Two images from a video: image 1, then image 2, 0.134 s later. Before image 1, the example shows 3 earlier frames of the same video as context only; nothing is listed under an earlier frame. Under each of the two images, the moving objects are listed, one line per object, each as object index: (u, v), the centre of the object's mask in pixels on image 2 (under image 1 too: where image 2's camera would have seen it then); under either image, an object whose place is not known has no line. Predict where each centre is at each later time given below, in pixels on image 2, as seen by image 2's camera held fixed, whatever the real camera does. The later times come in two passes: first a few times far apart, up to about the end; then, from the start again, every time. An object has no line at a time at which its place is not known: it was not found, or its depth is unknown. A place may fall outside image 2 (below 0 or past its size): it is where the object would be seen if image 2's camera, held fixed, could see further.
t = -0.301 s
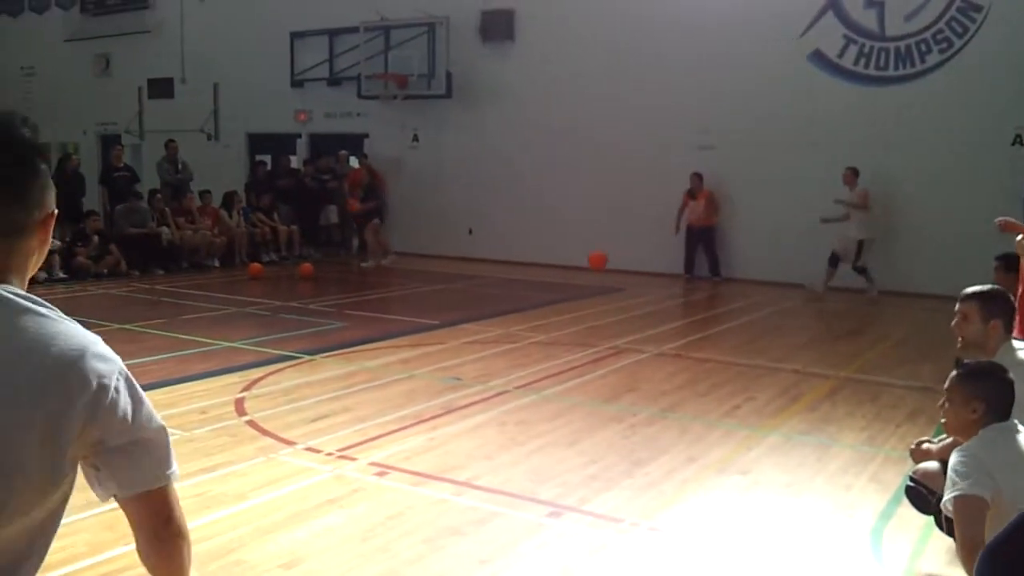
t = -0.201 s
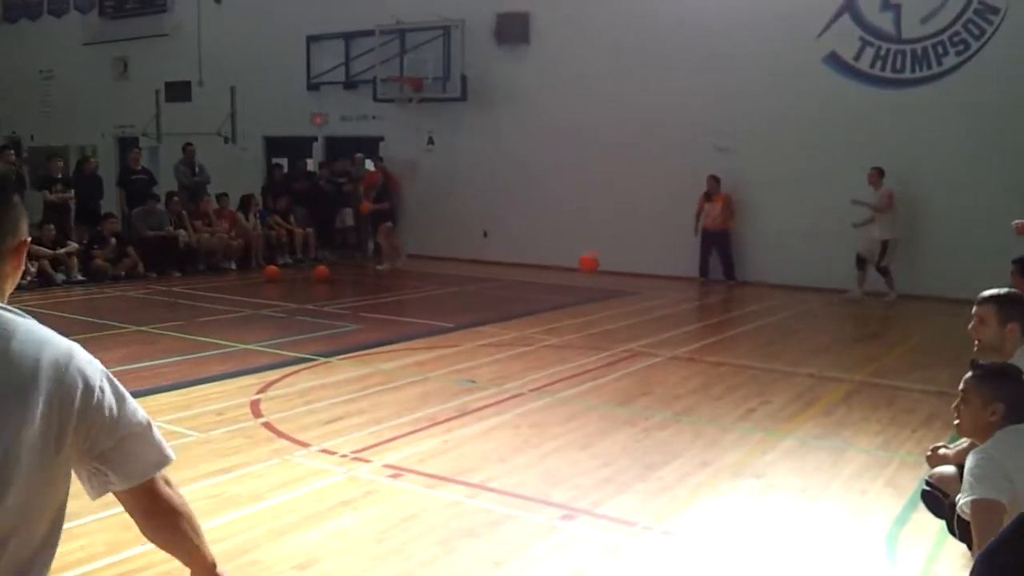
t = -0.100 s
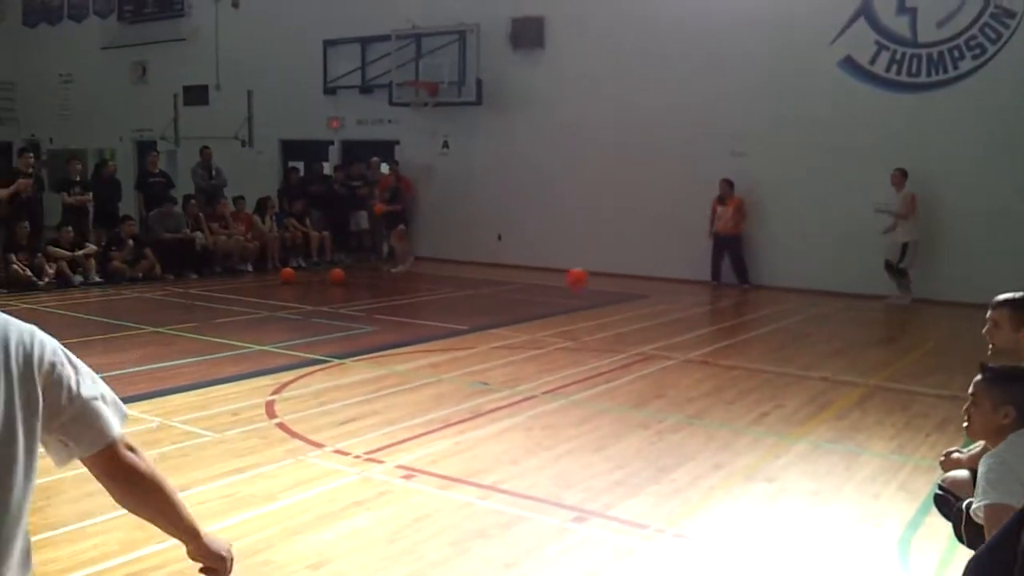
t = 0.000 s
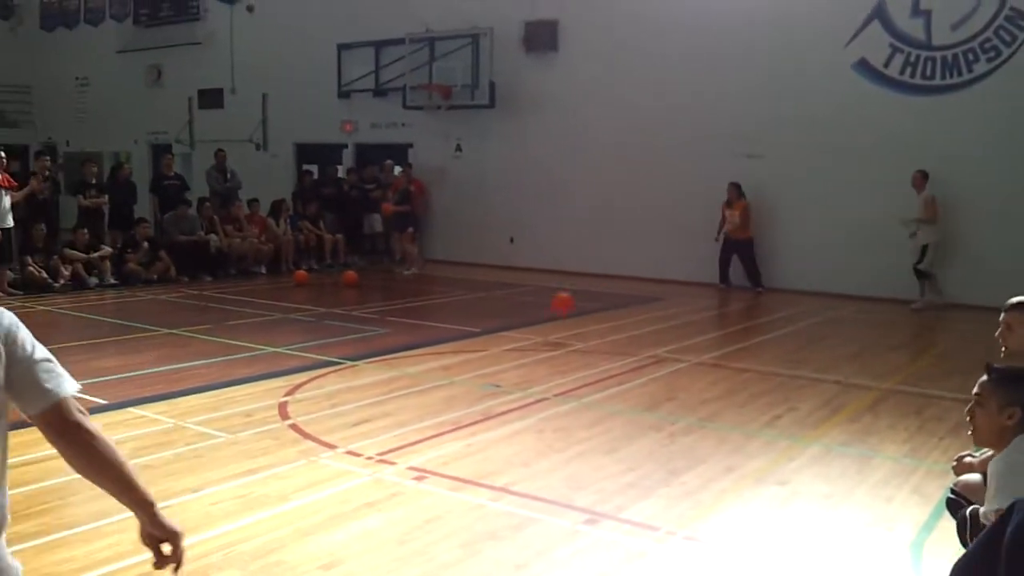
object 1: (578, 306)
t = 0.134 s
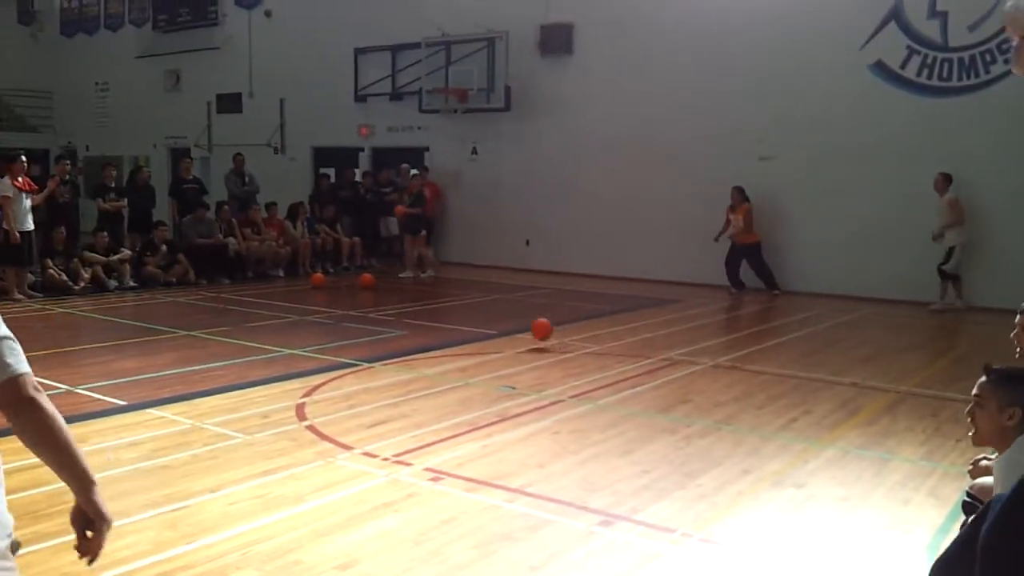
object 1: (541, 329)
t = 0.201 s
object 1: (522, 320)
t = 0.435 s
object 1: (450, 328)
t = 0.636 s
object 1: (383, 346)
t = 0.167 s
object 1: (533, 324)
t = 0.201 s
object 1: (522, 320)
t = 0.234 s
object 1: (513, 318)
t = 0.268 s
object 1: (502, 317)
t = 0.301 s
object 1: (493, 316)
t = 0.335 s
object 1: (483, 317)
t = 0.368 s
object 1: (472, 319)
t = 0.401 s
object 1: (461, 323)
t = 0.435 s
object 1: (450, 328)
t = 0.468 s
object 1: (439, 334)
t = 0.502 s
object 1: (428, 342)
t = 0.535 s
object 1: (416, 352)
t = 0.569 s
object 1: (405, 352)
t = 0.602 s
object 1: (394, 349)
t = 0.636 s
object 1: (383, 346)
